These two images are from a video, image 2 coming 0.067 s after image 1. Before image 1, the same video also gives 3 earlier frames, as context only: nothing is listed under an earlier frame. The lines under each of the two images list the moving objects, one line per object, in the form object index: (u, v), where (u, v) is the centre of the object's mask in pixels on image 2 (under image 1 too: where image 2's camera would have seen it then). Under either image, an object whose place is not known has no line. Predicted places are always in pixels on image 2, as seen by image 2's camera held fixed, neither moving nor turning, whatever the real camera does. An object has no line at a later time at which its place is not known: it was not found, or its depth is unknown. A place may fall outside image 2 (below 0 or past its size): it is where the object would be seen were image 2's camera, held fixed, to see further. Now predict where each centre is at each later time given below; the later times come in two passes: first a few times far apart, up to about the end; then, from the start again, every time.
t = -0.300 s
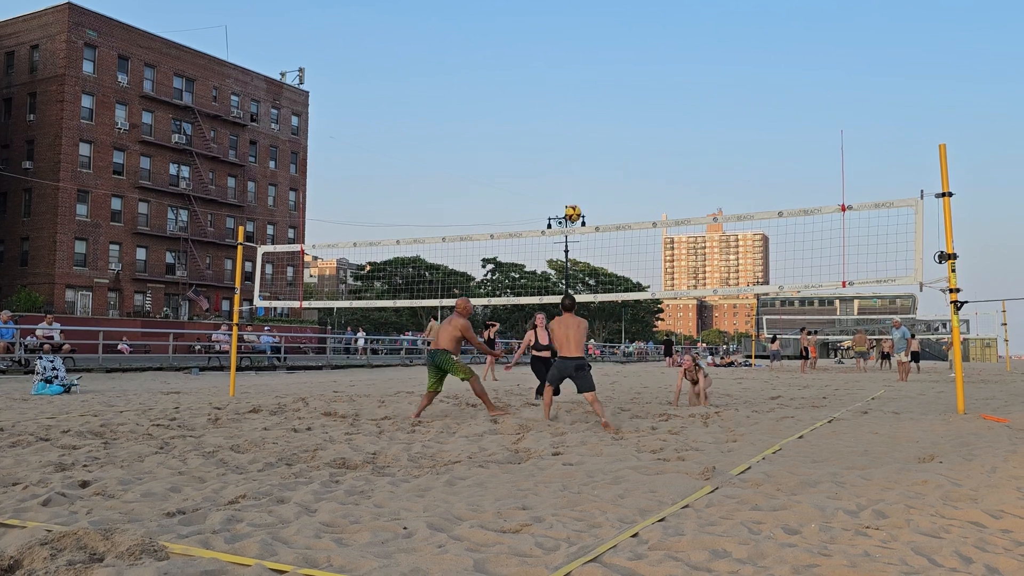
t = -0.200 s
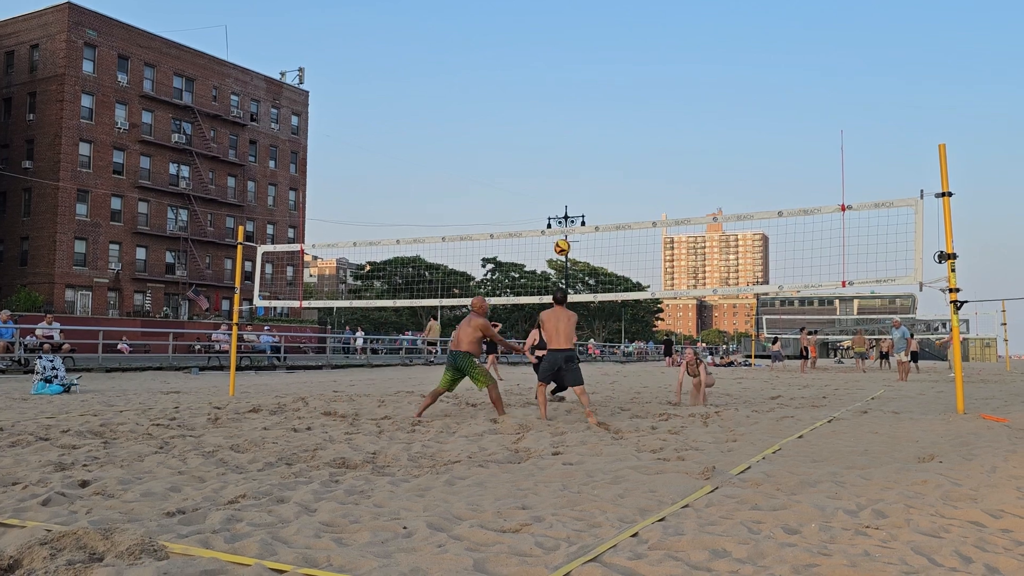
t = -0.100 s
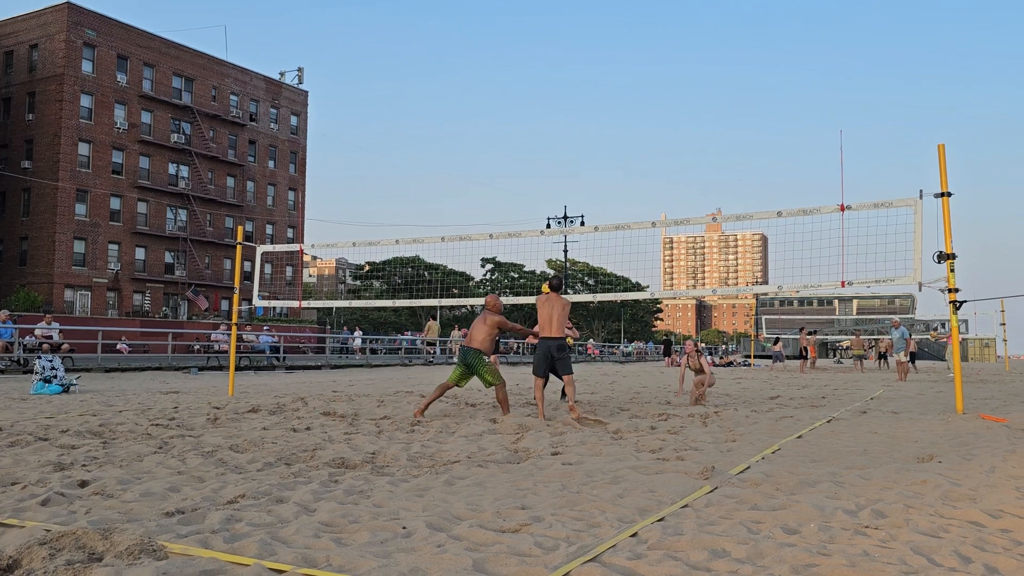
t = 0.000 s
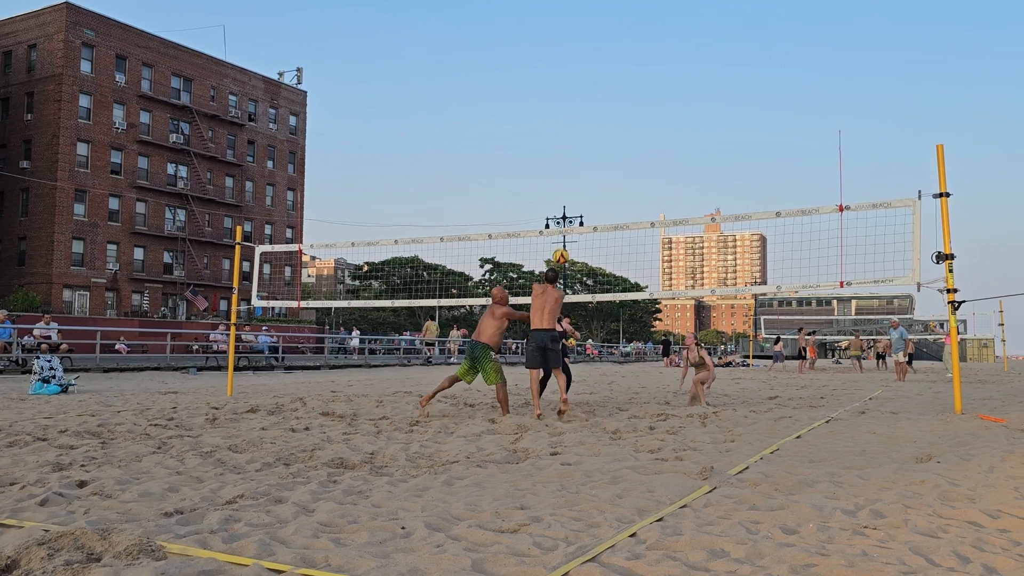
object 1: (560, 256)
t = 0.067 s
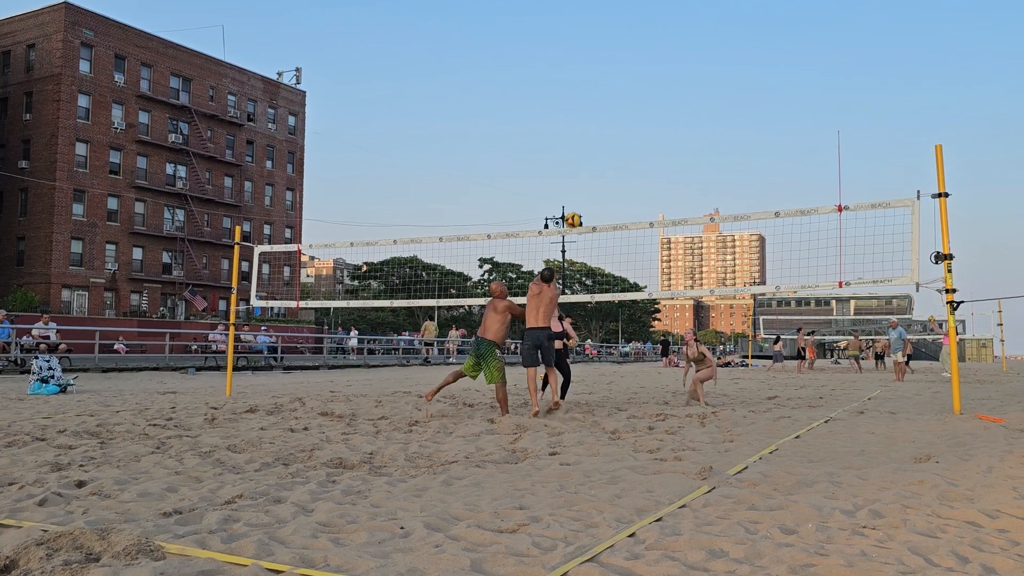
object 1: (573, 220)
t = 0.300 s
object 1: (612, 130)
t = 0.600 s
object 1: (650, 85)
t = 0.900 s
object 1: (677, 98)
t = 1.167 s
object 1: (697, 150)
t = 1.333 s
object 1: (707, 198)
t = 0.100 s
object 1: (579, 204)
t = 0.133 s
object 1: (585, 188)
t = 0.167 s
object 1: (590, 174)
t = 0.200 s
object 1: (596, 161)
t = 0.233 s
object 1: (601, 150)
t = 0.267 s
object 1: (607, 139)
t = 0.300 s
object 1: (612, 130)
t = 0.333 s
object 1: (616, 121)
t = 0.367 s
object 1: (621, 114)
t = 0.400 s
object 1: (626, 107)
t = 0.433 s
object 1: (630, 101)
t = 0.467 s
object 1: (634, 96)
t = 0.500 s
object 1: (638, 92)
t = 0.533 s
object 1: (642, 89)
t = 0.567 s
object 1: (646, 86)
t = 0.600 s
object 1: (650, 85)
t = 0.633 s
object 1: (653, 83)
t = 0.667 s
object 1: (657, 83)
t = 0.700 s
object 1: (660, 83)
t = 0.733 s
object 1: (663, 84)
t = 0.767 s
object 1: (667, 86)
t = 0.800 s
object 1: (669, 88)
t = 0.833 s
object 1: (672, 91)
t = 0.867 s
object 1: (675, 94)
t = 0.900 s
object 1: (677, 98)
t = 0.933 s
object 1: (680, 103)
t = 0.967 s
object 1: (683, 108)
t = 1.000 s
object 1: (685, 114)
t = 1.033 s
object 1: (688, 120)
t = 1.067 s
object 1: (690, 127)
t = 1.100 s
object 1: (692, 134)
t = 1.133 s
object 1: (694, 142)
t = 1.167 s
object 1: (697, 150)
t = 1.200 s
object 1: (699, 159)
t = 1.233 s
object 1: (701, 168)
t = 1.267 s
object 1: (703, 177)
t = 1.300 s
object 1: (705, 187)
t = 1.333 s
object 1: (707, 198)
